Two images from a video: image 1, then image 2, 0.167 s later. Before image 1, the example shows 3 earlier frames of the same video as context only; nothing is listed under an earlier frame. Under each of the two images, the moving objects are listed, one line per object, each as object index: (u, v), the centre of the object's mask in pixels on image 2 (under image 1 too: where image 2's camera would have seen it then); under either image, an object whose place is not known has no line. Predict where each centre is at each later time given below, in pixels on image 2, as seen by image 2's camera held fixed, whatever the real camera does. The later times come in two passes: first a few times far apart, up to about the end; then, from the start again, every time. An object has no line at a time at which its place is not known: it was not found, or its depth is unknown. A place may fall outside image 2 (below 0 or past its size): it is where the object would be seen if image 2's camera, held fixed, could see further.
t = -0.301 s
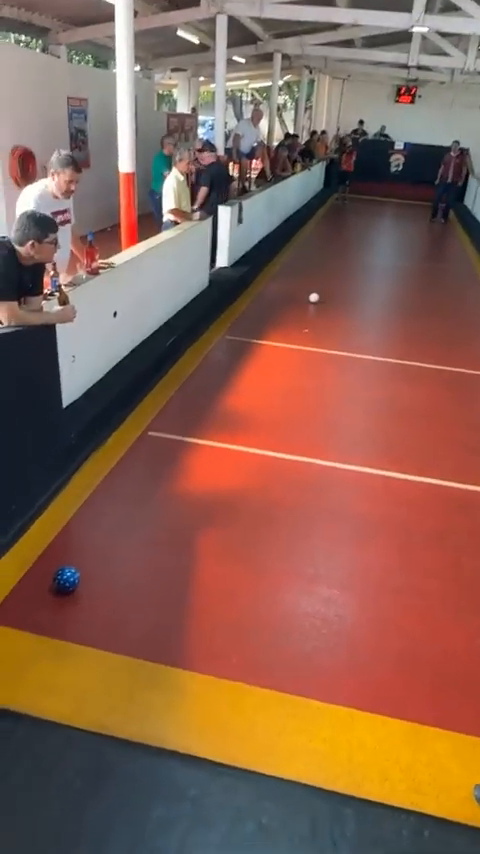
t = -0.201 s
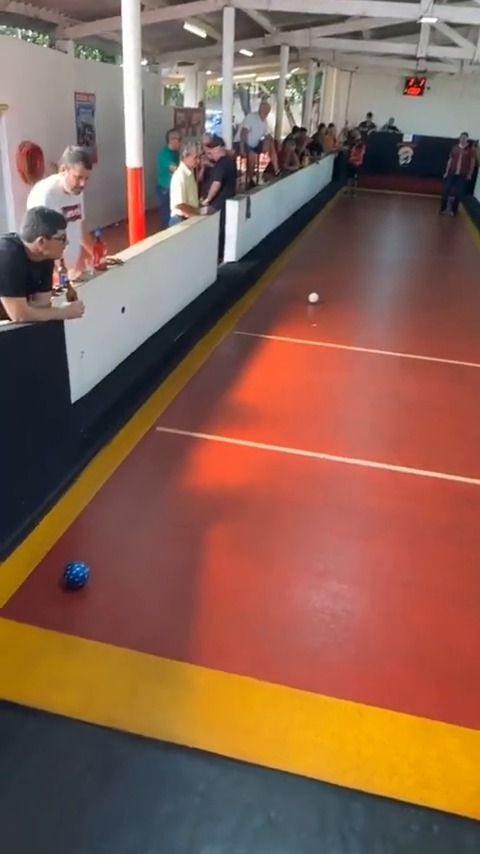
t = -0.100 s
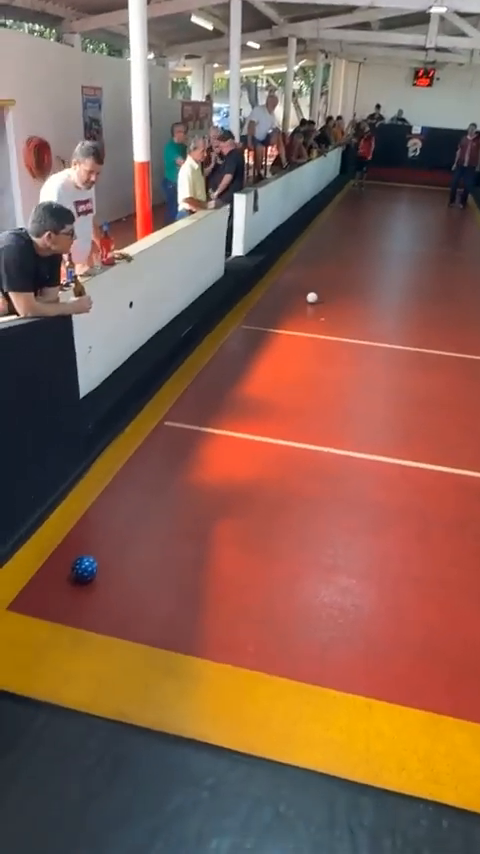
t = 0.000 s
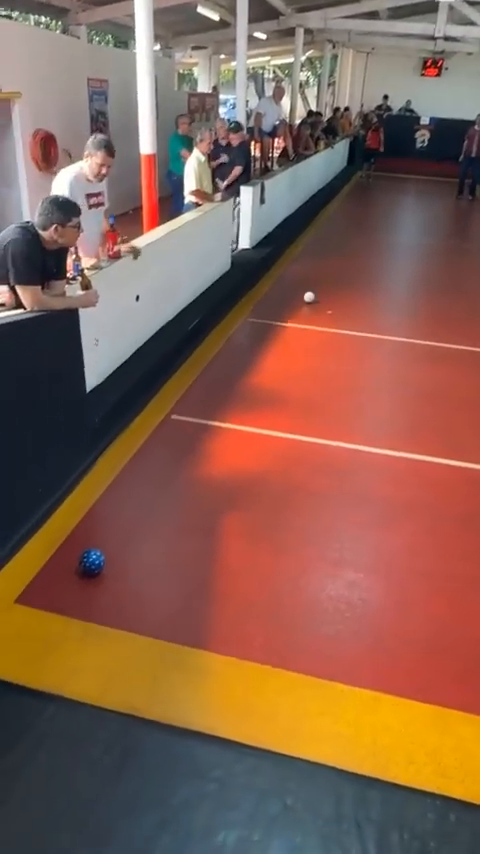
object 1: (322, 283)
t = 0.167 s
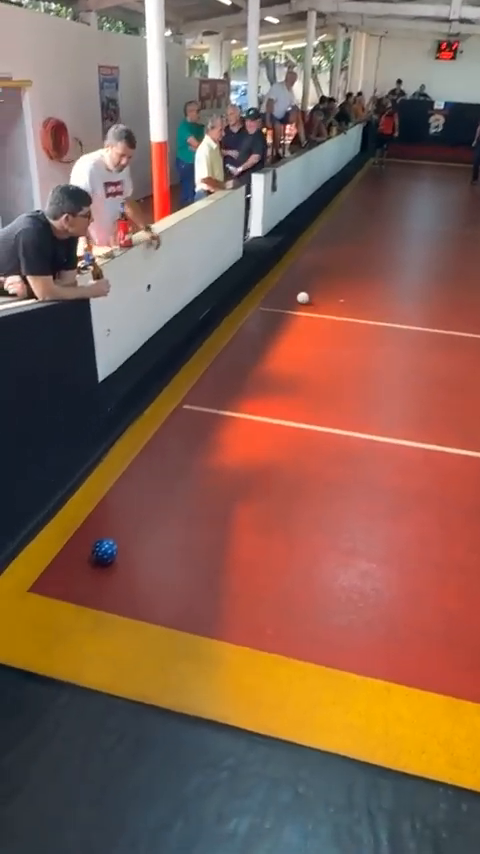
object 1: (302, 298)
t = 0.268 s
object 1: (290, 307)
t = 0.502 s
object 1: (258, 332)
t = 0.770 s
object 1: (215, 360)
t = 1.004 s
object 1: (166, 390)
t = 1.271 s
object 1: (131, 440)
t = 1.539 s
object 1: (90, 507)
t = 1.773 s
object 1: (45, 584)
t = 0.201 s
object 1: (298, 301)
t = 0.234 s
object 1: (294, 303)
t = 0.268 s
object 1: (290, 307)
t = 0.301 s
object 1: (286, 310)
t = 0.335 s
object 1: (281, 312)
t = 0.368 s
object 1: (277, 316)
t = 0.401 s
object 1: (272, 319)
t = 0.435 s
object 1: (267, 323)
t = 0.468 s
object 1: (263, 327)
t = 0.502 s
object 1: (258, 332)
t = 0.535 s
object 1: (253, 335)
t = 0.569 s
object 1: (248, 339)
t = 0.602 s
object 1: (243, 342)
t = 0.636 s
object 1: (238, 346)
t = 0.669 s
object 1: (232, 349)
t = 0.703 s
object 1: (227, 353)
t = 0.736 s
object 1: (221, 356)
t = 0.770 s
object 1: (215, 360)
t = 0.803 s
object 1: (208, 364)
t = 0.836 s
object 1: (202, 369)
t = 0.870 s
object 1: (196, 373)
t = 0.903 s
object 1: (189, 377)
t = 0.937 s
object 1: (181, 382)
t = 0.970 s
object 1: (173, 386)
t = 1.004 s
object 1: (166, 390)
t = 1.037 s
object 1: (160, 395)
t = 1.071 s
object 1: (155, 402)
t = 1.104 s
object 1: (152, 407)
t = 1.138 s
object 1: (148, 413)
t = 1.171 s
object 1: (144, 419)
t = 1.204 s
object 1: (140, 426)
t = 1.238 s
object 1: (136, 433)
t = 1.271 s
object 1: (131, 440)
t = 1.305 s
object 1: (127, 446)
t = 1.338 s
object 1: (122, 455)
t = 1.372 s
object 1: (118, 462)
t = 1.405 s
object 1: (112, 471)
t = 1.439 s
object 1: (107, 480)
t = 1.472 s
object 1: (102, 489)
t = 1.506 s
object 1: (96, 498)
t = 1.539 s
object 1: (90, 507)
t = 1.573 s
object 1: (84, 517)
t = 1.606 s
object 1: (78, 527)
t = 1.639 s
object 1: (72, 538)
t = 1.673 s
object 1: (65, 549)
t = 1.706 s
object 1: (59, 560)
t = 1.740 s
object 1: (53, 571)
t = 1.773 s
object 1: (45, 584)
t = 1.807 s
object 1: (37, 598)
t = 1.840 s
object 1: (29, 612)
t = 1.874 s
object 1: (20, 627)
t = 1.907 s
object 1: (11, 643)
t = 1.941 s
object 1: (2, 658)
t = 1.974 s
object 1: (-7, 674)
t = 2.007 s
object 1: (-17, 691)
